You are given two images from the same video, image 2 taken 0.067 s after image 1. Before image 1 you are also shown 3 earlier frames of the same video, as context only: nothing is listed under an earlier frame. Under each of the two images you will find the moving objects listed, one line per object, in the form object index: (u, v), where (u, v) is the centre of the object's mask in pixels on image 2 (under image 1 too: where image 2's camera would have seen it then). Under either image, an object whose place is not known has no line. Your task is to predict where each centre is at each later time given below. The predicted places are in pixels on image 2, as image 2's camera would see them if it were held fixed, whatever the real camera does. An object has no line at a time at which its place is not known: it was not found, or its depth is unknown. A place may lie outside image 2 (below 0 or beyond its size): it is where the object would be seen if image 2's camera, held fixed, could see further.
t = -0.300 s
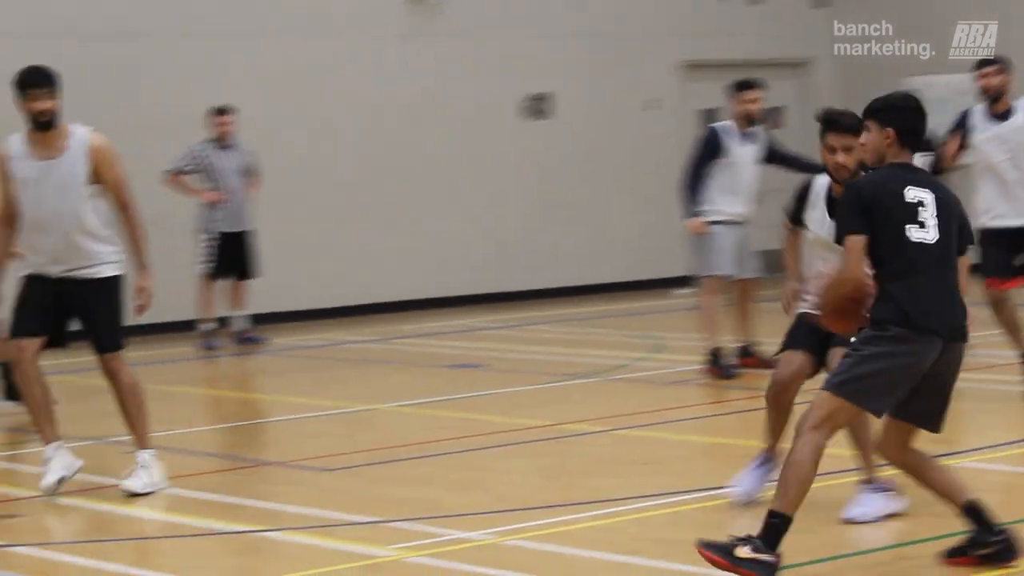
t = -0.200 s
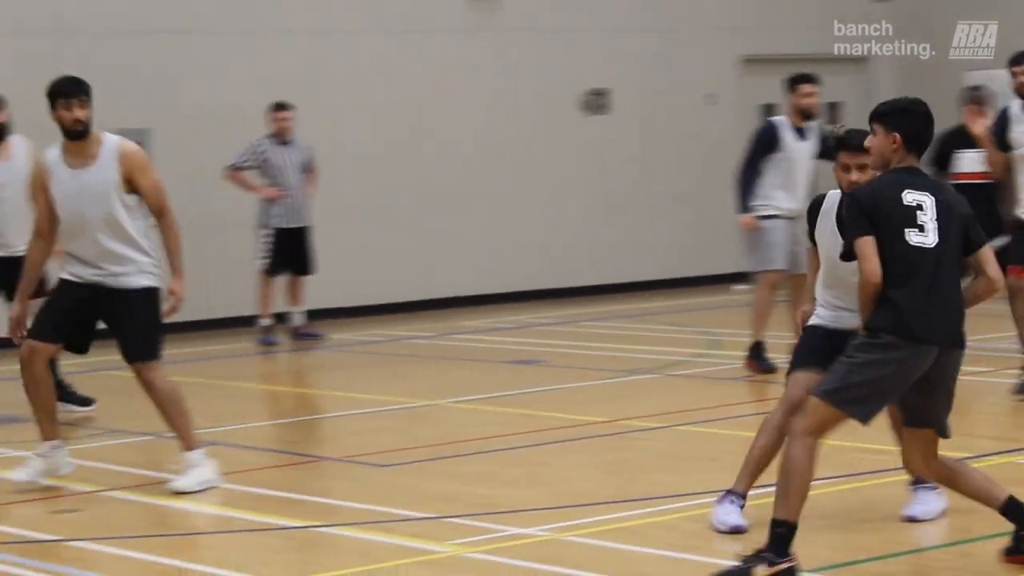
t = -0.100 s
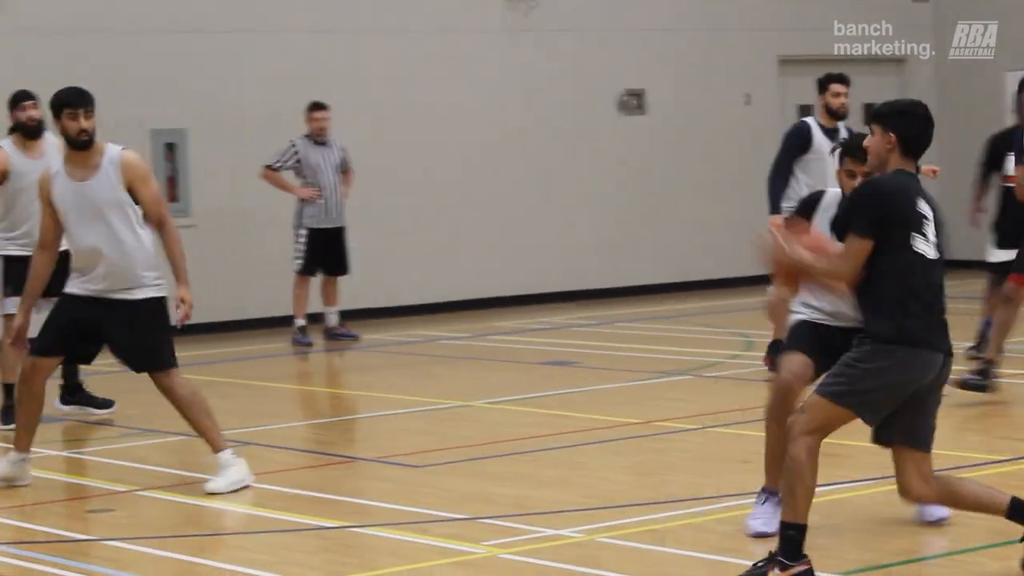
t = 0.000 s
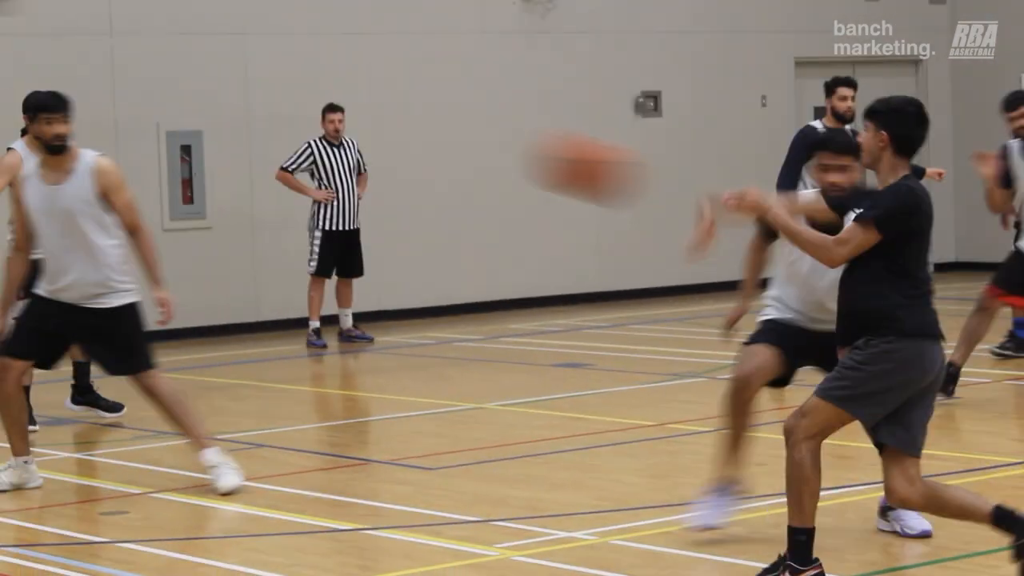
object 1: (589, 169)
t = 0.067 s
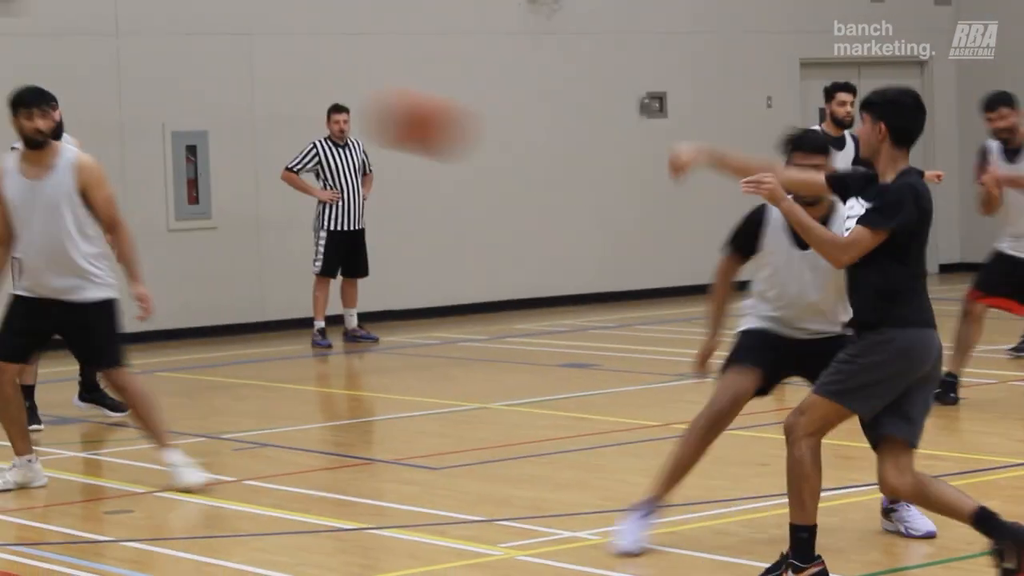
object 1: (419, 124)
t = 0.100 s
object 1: (336, 103)
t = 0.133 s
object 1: (254, 92)
